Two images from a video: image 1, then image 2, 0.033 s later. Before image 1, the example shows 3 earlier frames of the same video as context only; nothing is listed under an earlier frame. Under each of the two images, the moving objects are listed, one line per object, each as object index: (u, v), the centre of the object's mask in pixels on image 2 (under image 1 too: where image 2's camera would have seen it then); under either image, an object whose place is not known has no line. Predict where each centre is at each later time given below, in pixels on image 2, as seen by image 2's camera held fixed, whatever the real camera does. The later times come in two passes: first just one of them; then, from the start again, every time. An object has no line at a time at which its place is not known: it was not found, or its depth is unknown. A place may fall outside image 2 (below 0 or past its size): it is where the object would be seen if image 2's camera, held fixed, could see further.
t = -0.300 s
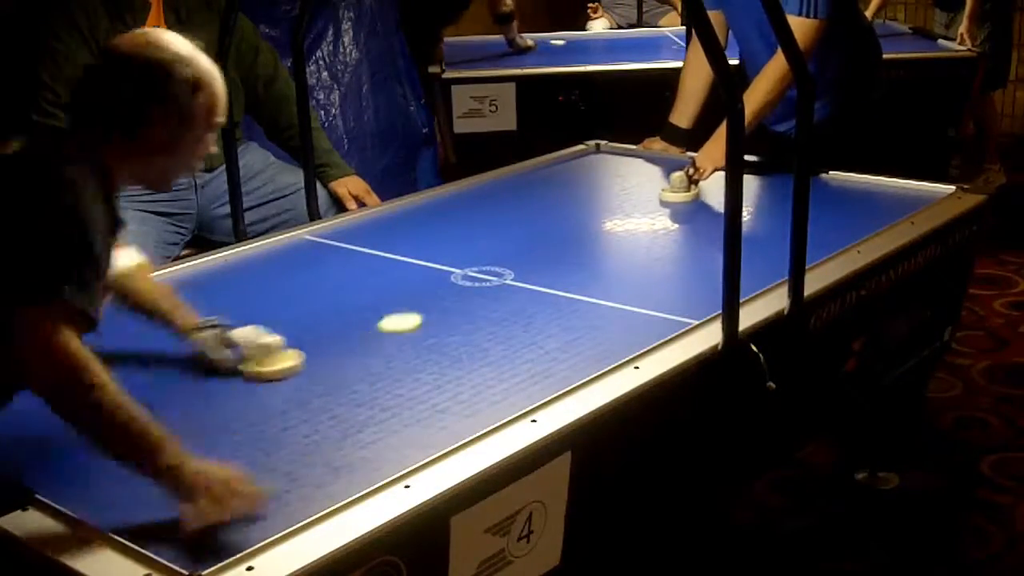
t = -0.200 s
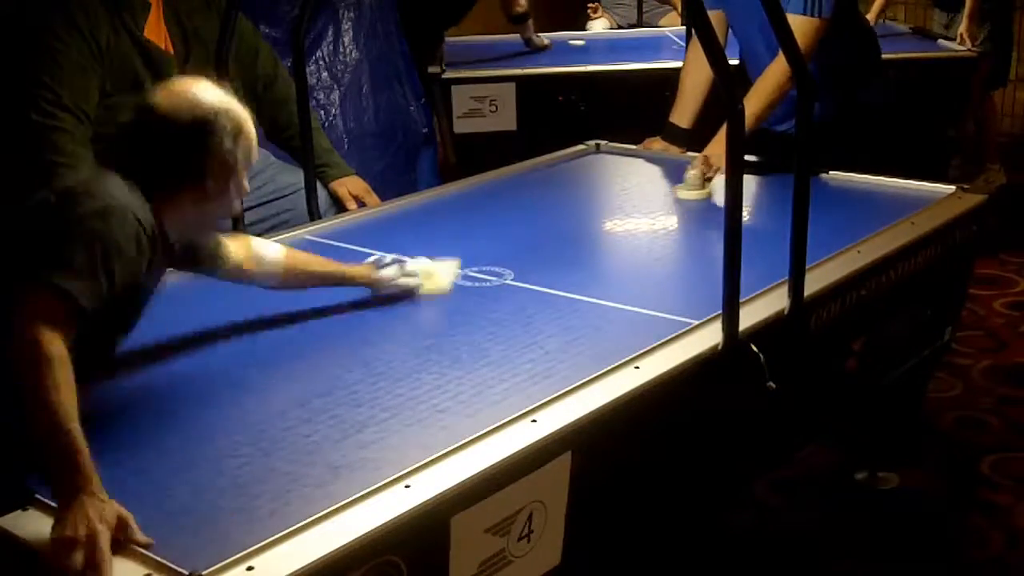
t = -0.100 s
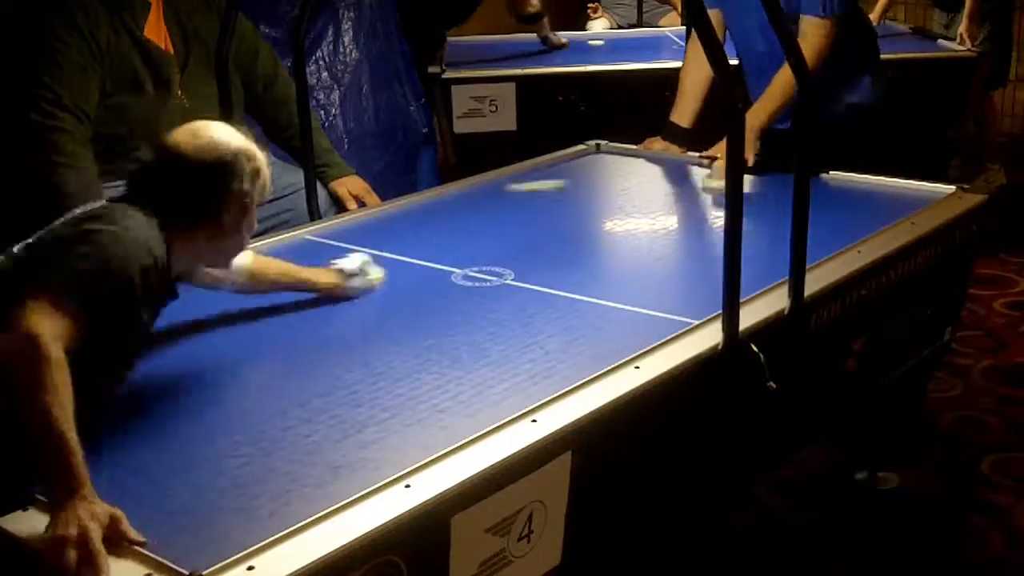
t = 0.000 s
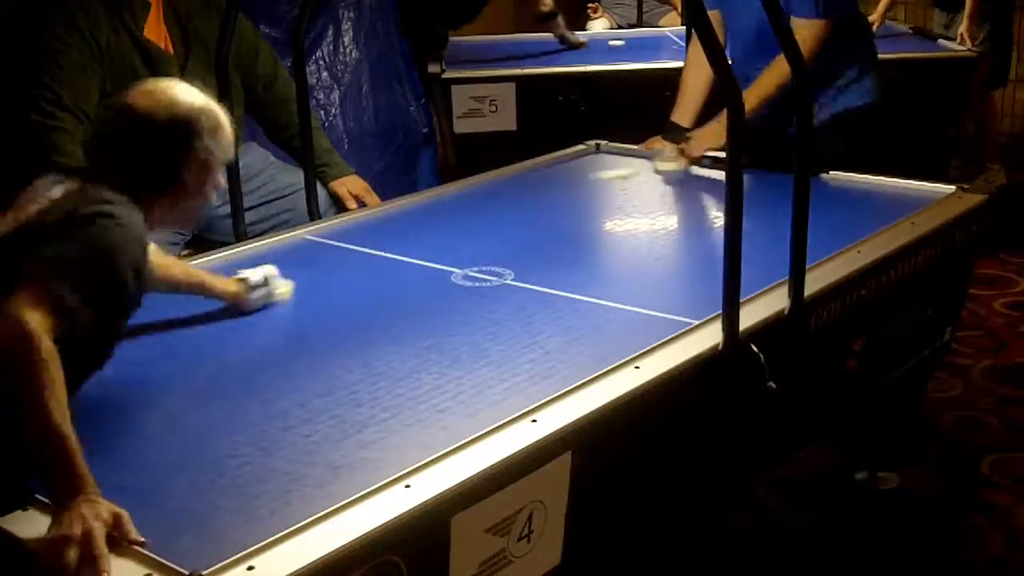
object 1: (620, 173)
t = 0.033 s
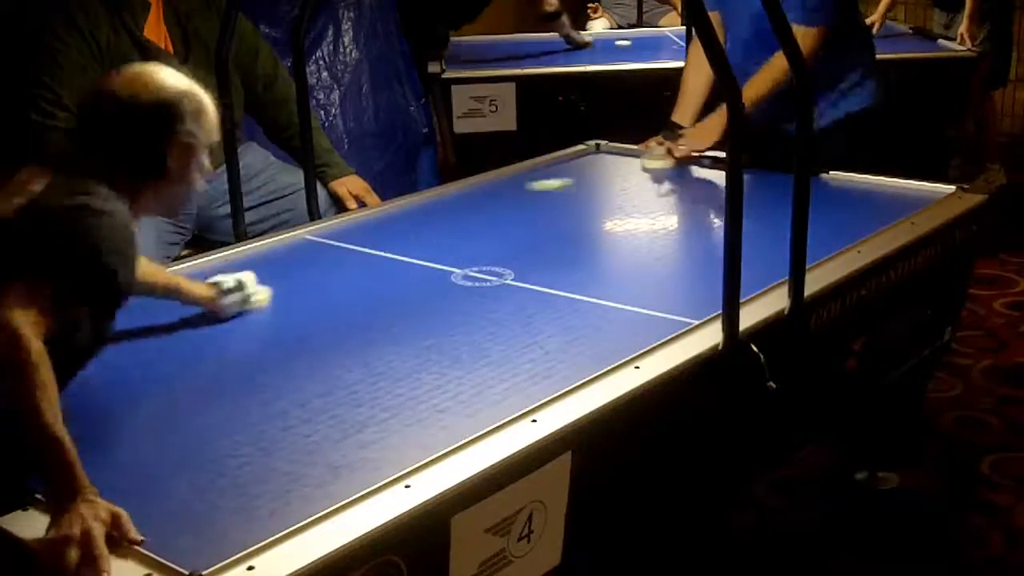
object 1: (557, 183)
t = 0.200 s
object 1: (367, 262)
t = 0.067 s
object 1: (495, 193)
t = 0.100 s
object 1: (447, 206)
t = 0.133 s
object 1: (424, 223)
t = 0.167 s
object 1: (397, 241)
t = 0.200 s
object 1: (367, 262)
